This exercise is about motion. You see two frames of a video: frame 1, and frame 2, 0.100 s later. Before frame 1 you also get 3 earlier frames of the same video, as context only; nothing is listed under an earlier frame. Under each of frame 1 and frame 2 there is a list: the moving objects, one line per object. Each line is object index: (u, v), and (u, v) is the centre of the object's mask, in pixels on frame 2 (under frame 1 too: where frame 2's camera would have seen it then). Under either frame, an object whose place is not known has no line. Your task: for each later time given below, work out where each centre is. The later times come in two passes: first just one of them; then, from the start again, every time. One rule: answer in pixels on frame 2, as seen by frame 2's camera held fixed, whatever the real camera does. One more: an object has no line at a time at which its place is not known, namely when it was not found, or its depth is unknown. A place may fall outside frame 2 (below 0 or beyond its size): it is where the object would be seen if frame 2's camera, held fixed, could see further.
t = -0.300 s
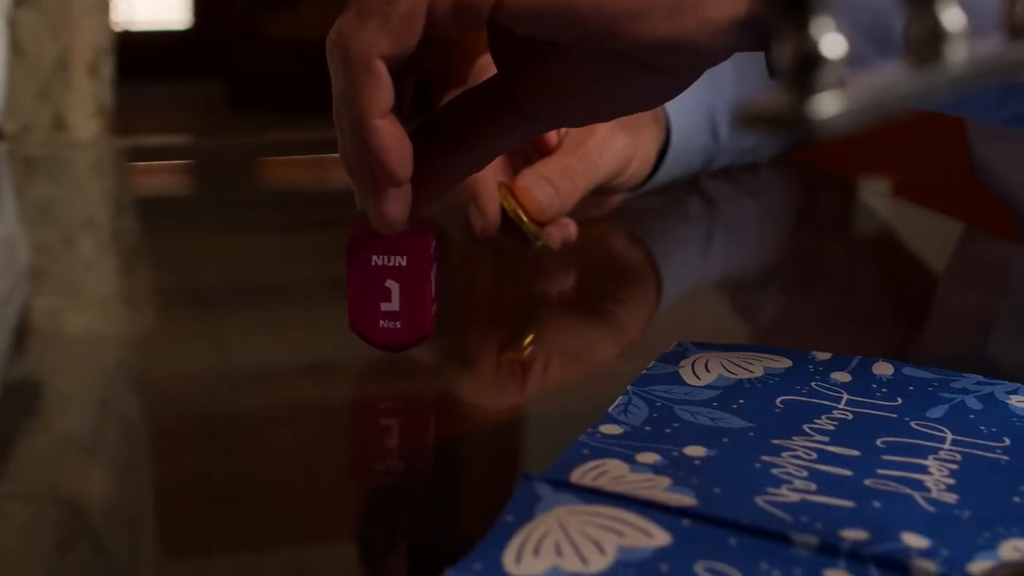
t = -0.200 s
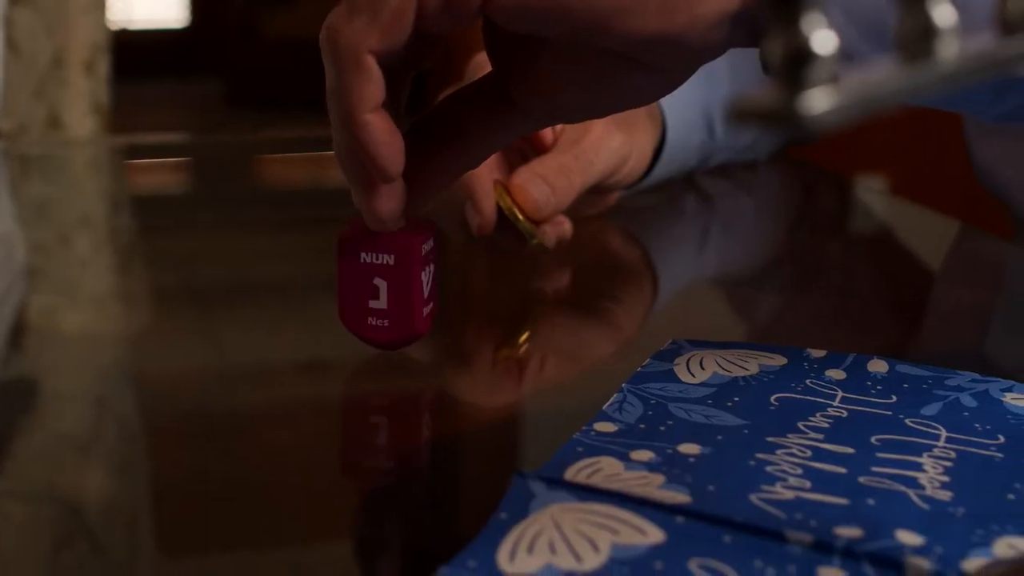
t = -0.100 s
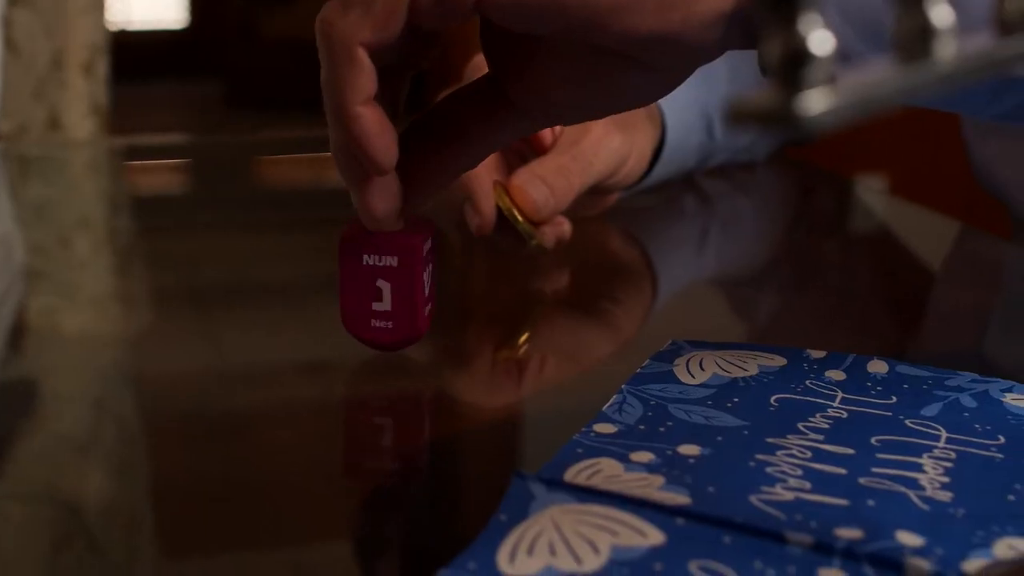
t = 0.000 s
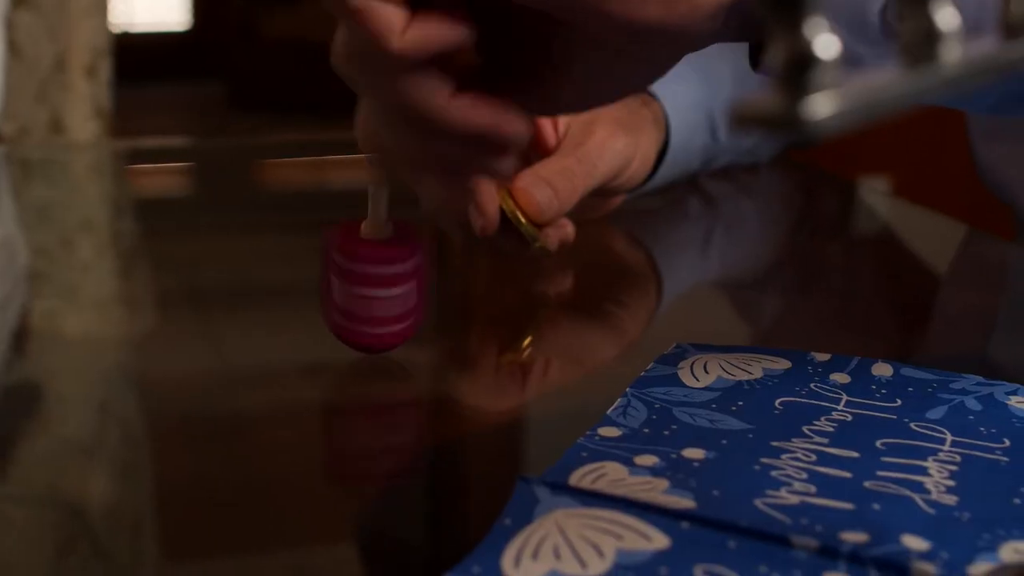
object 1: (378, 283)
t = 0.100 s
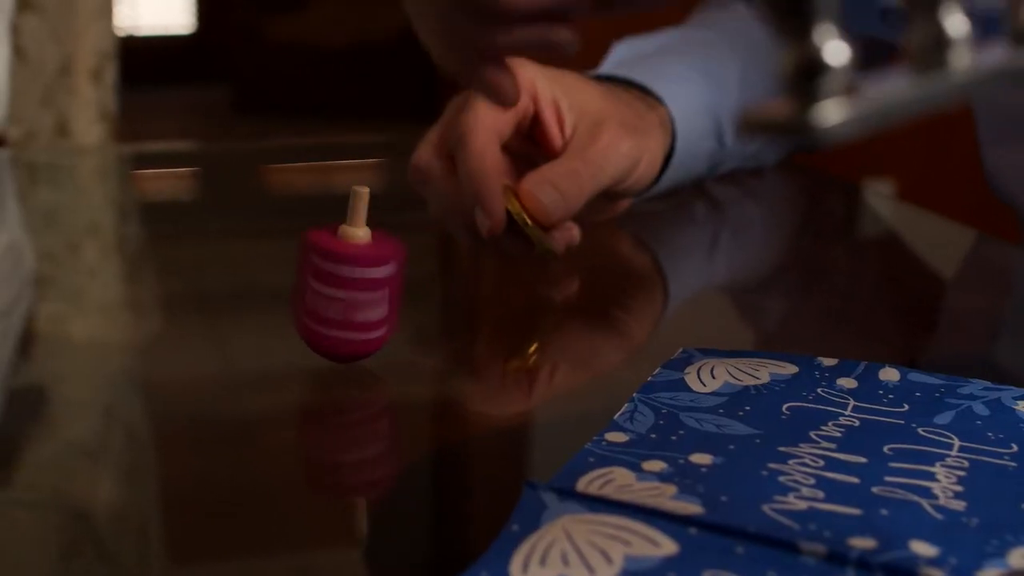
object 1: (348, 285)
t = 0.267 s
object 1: (326, 298)
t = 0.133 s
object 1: (340, 288)
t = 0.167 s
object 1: (334, 290)
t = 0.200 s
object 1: (330, 292)
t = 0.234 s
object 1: (327, 295)
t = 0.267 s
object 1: (326, 298)
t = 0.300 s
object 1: (326, 300)
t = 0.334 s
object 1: (329, 303)
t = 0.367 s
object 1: (333, 306)
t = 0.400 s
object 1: (338, 308)
